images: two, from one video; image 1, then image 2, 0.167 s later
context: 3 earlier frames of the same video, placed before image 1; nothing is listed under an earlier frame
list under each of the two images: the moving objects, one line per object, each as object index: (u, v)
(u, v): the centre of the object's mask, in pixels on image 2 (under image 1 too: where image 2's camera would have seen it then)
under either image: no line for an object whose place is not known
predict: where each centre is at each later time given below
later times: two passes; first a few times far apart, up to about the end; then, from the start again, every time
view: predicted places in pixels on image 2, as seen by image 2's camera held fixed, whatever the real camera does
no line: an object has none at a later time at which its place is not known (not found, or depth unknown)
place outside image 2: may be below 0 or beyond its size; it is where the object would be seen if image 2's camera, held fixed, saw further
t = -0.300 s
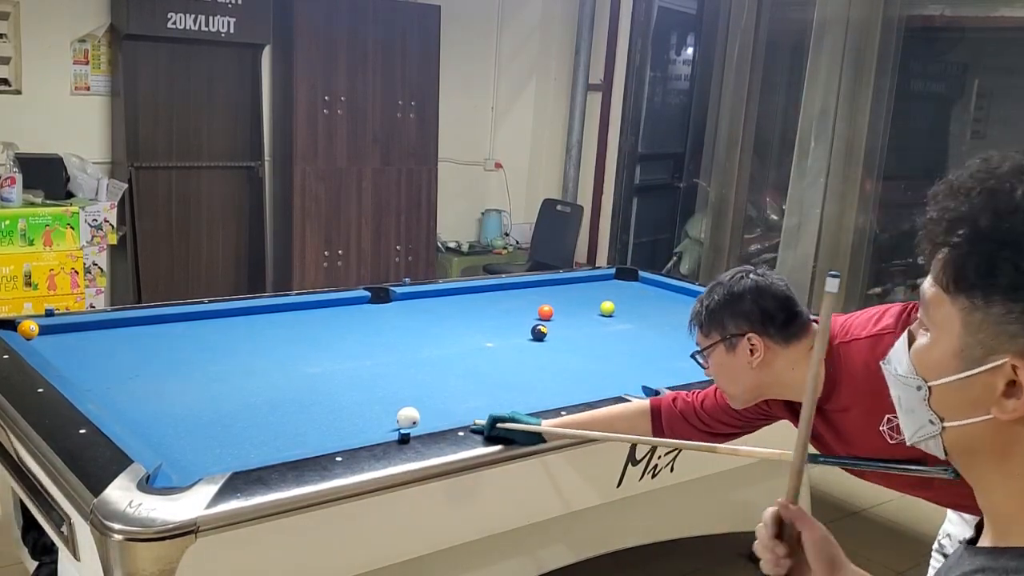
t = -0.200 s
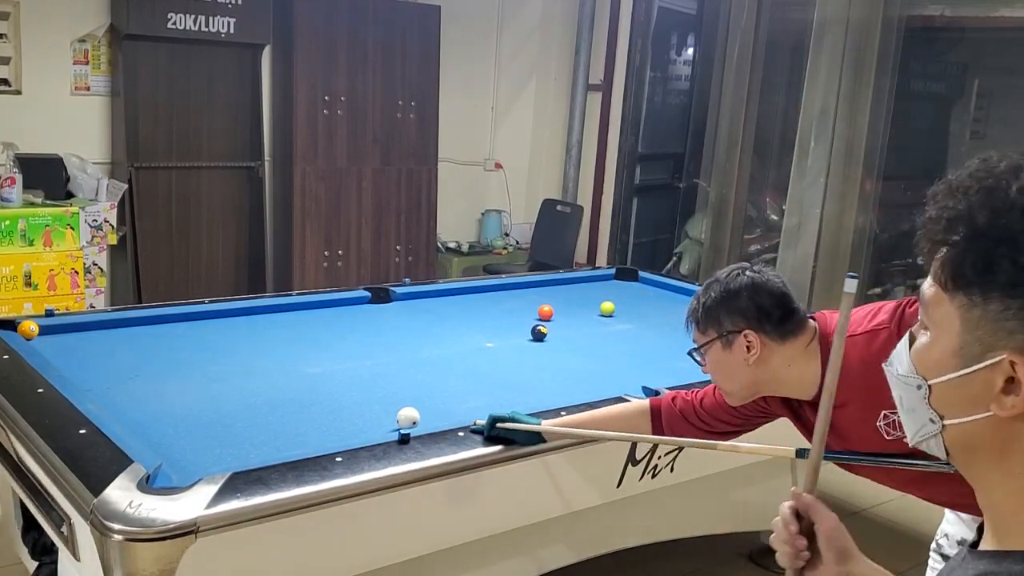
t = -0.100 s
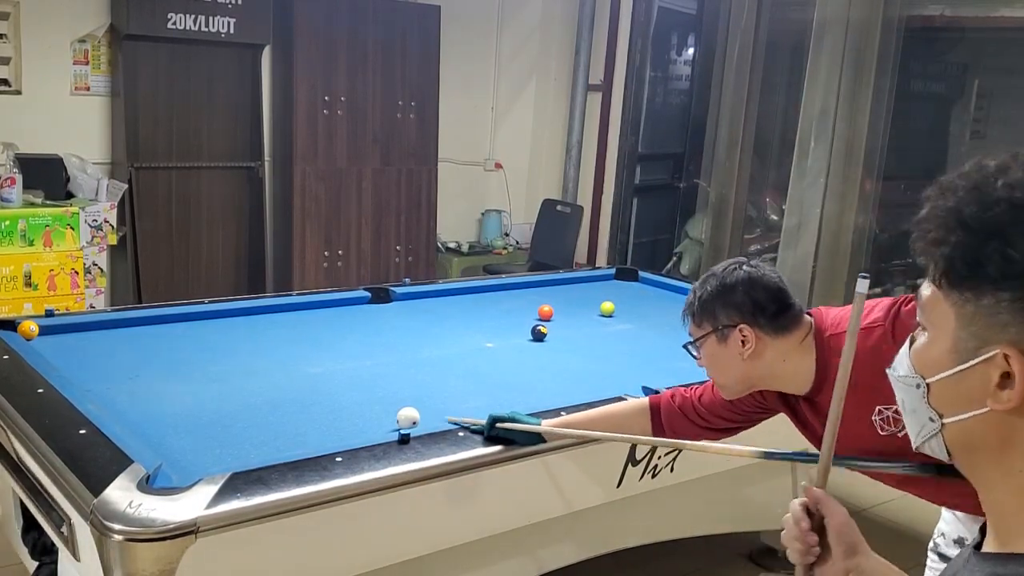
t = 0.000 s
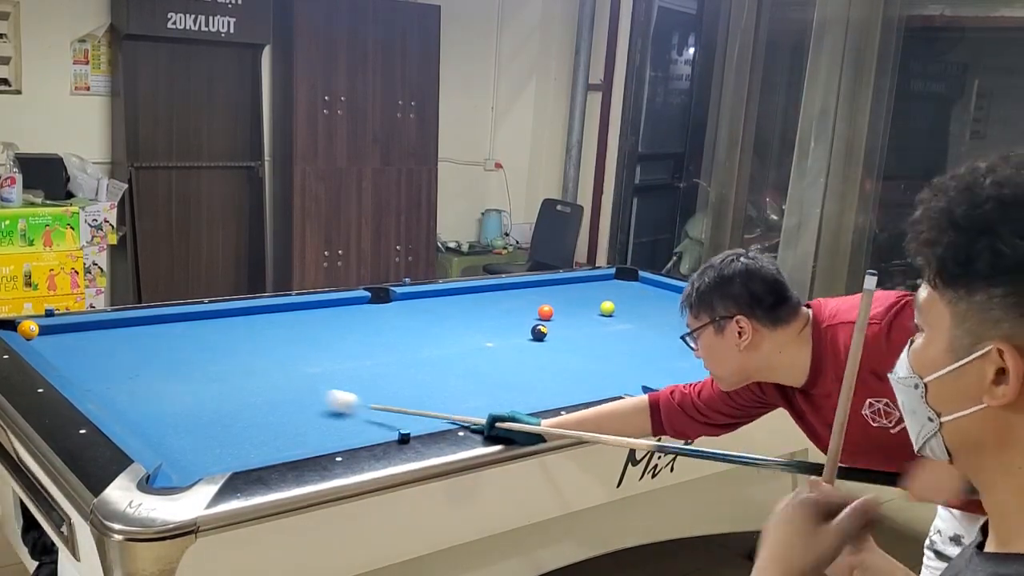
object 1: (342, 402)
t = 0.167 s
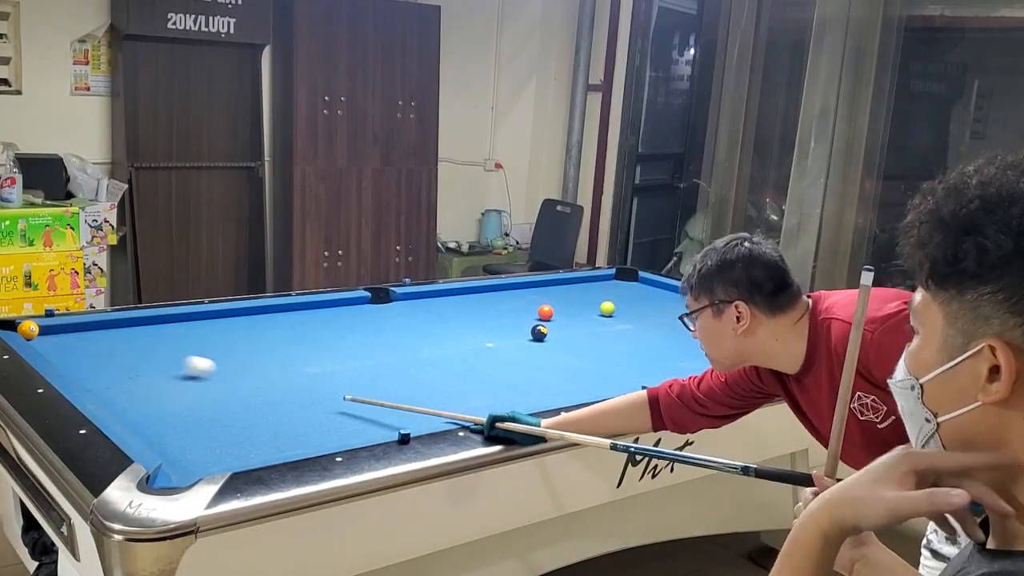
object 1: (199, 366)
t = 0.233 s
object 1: (148, 354)
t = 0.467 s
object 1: (80, 341)
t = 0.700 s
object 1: (140, 377)
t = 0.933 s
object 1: (202, 417)
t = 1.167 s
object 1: (256, 449)
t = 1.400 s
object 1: (211, 419)
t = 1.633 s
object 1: (173, 392)
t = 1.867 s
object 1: (141, 369)
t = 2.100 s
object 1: (114, 349)
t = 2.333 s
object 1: (90, 331)
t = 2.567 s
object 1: (96, 334)
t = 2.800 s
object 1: (113, 346)
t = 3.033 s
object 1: (131, 358)
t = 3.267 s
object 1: (149, 371)
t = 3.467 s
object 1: (165, 381)
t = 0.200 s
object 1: (173, 360)
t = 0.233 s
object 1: (148, 354)
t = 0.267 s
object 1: (124, 348)
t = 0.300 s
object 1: (100, 342)
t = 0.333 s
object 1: (77, 336)
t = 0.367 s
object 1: (54, 330)
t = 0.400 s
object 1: (56, 331)
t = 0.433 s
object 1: (69, 336)
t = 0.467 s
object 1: (80, 341)
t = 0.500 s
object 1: (91, 347)
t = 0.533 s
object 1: (100, 352)
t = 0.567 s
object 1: (109, 357)
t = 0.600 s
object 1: (117, 362)
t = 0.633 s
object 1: (124, 367)
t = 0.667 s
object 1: (132, 372)
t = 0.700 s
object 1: (140, 377)
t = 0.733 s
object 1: (148, 382)
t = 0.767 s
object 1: (157, 388)
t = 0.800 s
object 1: (165, 393)
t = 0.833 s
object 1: (174, 399)
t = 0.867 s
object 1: (183, 405)
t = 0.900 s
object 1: (192, 411)
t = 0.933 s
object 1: (202, 417)
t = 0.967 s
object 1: (211, 423)
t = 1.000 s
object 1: (221, 430)
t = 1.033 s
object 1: (232, 436)
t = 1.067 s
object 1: (242, 443)
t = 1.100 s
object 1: (253, 449)
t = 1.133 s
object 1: (262, 452)
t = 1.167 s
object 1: (256, 449)
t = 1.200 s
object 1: (248, 447)
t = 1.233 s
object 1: (242, 442)
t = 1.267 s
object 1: (235, 437)
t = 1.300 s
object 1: (229, 432)
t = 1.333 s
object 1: (223, 428)
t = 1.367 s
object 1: (217, 423)
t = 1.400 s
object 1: (211, 419)
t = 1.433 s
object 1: (205, 415)
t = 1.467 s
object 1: (199, 411)
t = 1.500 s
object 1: (194, 407)
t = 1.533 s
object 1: (189, 404)
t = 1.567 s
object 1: (183, 400)
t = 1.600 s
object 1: (178, 396)
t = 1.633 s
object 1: (173, 392)
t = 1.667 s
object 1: (169, 389)
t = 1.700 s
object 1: (164, 385)
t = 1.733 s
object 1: (159, 382)
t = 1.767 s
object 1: (154, 378)
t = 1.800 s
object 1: (150, 375)
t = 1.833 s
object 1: (145, 372)
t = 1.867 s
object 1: (141, 369)
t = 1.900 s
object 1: (137, 366)
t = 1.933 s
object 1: (133, 363)
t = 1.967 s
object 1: (129, 360)
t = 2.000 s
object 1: (125, 357)
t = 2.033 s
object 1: (121, 354)
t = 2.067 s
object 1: (118, 351)
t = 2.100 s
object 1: (114, 349)
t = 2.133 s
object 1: (110, 346)
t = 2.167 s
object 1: (107, 343)
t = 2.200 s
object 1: (103, 341)
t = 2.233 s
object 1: (100, 338)
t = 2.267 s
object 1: (97, 336)
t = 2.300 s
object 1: (93, 333)
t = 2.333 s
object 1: (90, 331)
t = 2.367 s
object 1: (87, 329)
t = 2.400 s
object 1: (84, 327)
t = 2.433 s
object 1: (86, 328)
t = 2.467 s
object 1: (89, 329)
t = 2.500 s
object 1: (91, 331)
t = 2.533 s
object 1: (94, 333)
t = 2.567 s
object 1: (96, 334)
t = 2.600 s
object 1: (99, 336)
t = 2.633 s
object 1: (101, 338)
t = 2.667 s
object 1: (103, 339)
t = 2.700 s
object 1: (106, 341)
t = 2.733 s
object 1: (108, 343)
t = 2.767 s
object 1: (110, 344)
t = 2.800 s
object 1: (113, 346)
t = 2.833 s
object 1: (116, 348)
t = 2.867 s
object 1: (118, 350)
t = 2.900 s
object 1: (121, 351)
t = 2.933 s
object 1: (123, 353)
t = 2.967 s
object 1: (125, 355)
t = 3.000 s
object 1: (128, 356)
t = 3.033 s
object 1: (131, 358)
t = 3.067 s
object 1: (133, 360)
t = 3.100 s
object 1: (136, 361)
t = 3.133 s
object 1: (138, 363)
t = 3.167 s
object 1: (141, 365)
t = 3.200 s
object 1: (144, 367)
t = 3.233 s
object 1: (146, 369)
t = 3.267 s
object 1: (149, 371)
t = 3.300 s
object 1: (152, 372)
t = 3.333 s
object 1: (154, 374)
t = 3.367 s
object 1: (157, 376)
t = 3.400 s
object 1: (160, 377)
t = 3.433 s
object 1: (163, 379)
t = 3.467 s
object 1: (165, 381)
